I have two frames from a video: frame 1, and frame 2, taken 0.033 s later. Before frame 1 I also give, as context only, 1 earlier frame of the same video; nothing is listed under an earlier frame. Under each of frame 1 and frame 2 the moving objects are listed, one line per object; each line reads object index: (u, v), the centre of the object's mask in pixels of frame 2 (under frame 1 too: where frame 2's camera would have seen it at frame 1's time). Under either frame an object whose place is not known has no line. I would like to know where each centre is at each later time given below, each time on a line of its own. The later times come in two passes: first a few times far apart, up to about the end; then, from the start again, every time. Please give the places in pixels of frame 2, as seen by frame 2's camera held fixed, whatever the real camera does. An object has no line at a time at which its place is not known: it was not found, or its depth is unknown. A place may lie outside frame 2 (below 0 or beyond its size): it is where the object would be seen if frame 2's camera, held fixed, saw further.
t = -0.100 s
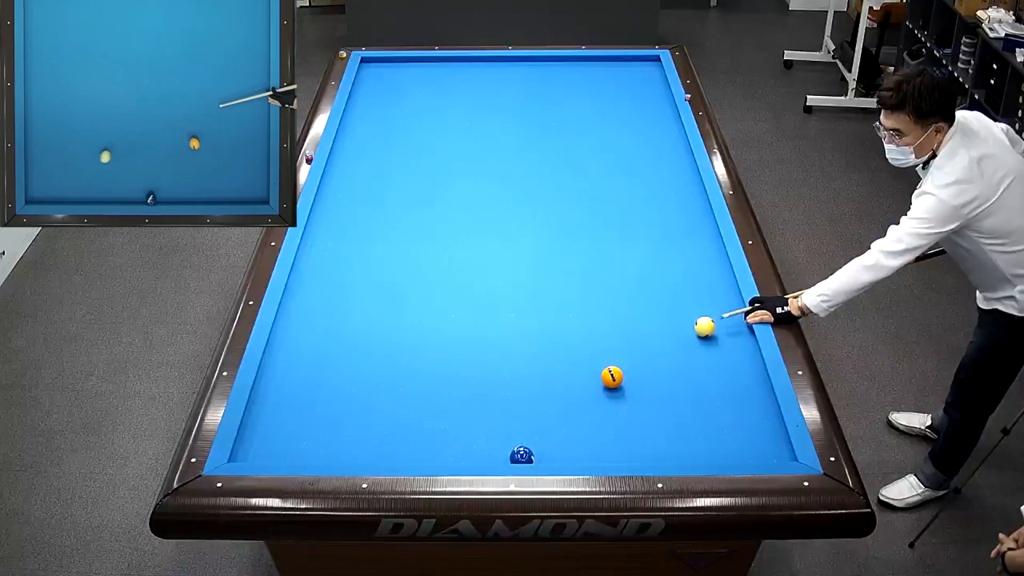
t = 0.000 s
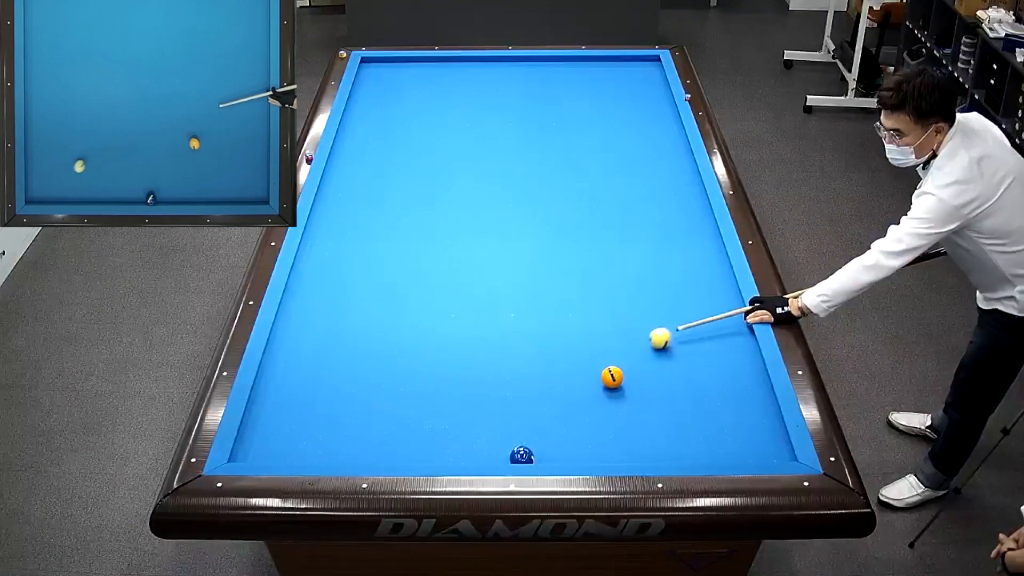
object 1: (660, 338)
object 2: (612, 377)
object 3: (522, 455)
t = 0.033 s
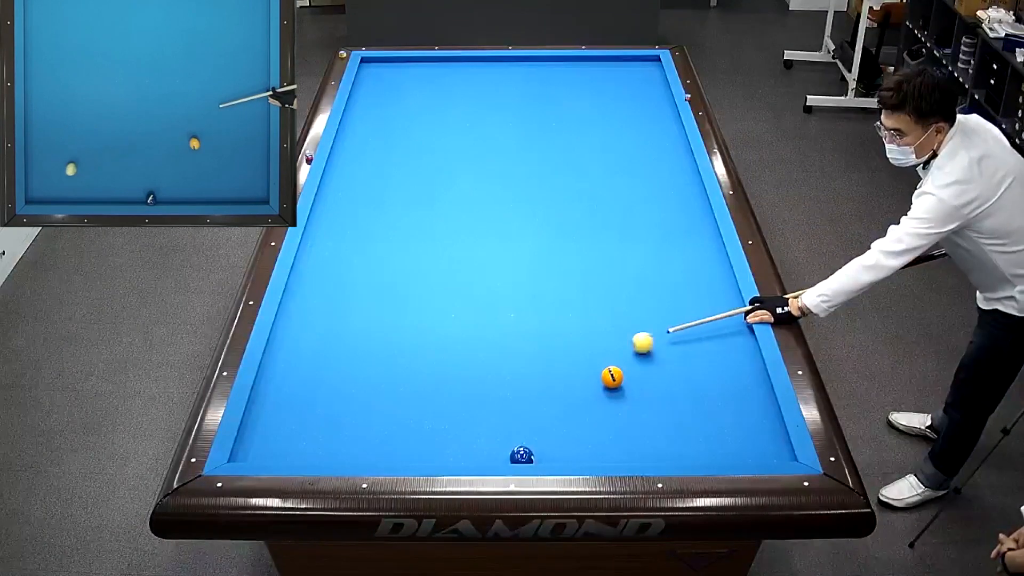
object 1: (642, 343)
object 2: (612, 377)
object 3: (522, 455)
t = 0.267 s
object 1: (521, 372)
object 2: (612, 377)
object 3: (521, 455)
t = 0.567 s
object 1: (354, 411)
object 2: (612, 377)
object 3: (521, 455)
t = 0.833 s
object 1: (283, 438)
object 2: (612, 377)
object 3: (522, 455)
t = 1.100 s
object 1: (374, 448)
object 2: (612, 377)
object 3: (522, 455)
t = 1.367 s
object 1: (449, 455)
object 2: (612, 377)
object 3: (522, 455)
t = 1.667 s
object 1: (504, 448)
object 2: (612, 377)
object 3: (541, 454)
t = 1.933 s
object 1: (525, 436)
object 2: (612, 377)
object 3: (575, 451)
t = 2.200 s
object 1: (544, 424)
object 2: (612, 377)
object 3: (607, 444)
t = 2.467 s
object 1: (562, 414)
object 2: (612, 377)
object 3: (638, 438)
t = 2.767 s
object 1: (580, 403)
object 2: (612, 377)
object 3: (671, 431)
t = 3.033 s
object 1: (595, 393)
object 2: (612, 377)
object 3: (699, 425)
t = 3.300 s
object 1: (605, 389)
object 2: (615, 373)
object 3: (724, 421)
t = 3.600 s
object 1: (611, 389)
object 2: (621, 368)
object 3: (752, 415)
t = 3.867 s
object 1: (615, 388)
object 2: (624, 363)
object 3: (765, 411)
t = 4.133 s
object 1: (618, 388)
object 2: (628, 359)
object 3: (752, 407)
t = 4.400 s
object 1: (620, 388)
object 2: (631, 355)
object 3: (739, 405)
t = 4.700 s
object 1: (620, 388)
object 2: (633, 352)
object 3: (726, 402)
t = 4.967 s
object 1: (620, 388)
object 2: (635, 349)
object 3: (716, 399)
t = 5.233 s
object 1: (620, 388)
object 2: (637, 348)
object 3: (706, 397)
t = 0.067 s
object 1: (625, 347)
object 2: (612, 377)
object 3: (522, 455)
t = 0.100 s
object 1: (607, 351)
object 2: (612, 377)
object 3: (521, 455)
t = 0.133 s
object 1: (591, 355)
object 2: (612, 377)
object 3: (522, 455)
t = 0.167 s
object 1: (573, 360)
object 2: (612, 377)
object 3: (522, 455)
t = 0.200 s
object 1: (556, 364)
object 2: (612, 377)
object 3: (522, 455)
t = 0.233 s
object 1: (539, 368)
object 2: (612, 377)
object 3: (522, 455)
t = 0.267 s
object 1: (521, 372)
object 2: (612, 377)
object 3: (521, 455)
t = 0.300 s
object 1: (503, 376)
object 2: (612, 377)
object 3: (521, 455)
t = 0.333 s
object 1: (485, 380)
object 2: (612, 377)
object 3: (522, 455)
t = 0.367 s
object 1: (467, 385)
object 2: (612, 377)
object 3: (522, 455)
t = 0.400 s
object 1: (448, 389)
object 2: (612, 377)
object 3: (522, 455)
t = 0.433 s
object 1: (430, 393)
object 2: (612, 377)
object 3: (522, 455)
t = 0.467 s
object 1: (411, 398)
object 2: (612, 377)
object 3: (522, 455)
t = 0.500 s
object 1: (392, 402)
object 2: (612, 377)
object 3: (522, 455)
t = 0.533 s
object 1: (373, 406)
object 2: (612, 377)
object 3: (521, 455)
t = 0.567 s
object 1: (354, 411)
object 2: (612, 377)
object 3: (521, 455)
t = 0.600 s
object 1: (335, 415)
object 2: (612, 377)
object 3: (521, 455)
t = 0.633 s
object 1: (315, 420)
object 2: (612, 377)
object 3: (521, 455)
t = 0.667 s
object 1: (296, 424)
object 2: (612, 377)
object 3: (522, 455)
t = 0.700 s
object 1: (276, 429)
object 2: (612, 377)
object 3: (522, 455)
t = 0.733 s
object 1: (255, 434)
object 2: (612, 377)
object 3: (522, 455)
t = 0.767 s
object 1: (253, 436)
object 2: (612, 377)
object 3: (522, 455)
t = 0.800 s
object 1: (269, 437)
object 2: (612, 377)
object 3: (522, 455)
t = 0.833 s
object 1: (283, 438)
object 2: (612, 377)
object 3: (522, 455)
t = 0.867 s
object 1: (297, 439)
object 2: (612, 377)
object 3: (521, 455)
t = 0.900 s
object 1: (310, 440)
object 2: (612, 377)
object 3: (521, 455)
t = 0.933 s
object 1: (323, 441)
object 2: (612, 377)
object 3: (522, 455)
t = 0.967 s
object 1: (334, 443)
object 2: (612, 377)
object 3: (521, 455)
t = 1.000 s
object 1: (345, 444)
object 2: (612, 377)
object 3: (522, 455)
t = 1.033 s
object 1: (355, 445)
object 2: (612, 377)
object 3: (522, 455)
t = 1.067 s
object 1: (366, 447)
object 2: (612, 377)
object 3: (522, 455)
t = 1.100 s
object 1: (374, 448)
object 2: (612, 377)
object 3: (522, 455)
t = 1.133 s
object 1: (384, 449)
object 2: (612, 377)
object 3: (522, 455)
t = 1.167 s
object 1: (393, 450)
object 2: (612, 377)
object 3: (522, 455)
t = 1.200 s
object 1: (402, 452)
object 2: (612, 377)
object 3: (522, 455)
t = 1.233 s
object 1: (411, 453)
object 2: (612, 377)
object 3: (522, 455)
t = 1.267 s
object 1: (421, 454)
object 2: (612, 377)
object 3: (522, 455)
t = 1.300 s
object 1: (431, 454)
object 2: (612, 377)
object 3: (521, 455)
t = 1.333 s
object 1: (440, 455)
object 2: (612, 377)
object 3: (521, 455)
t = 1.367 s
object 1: (449, 455)
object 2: (612, 377)
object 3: (522, 455)
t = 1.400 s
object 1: (457, 454)
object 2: (612, 377)
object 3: (522, 455)
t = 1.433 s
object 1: (466, 454)
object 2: (612, 377)
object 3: (522, 455)
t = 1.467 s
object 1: (475, 454)
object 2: (612, 377)
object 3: (522, 455)
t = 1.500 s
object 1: (484, 454)
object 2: (612, 377)
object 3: (521, 455)
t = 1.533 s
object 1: (492, 453)
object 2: (612, 377)
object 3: (522, 455)
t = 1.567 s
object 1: (498, 452)
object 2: (612, 377)
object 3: (524, 455)
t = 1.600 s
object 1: (500, 451)
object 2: (612, 377)
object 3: (530, 455)
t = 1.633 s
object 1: (502, 449)
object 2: (612, 377)
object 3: (536, 454)
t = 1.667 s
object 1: (504, 448)
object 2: (612, 377)
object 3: (541, 454)
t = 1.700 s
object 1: (507, 446)
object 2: (612, 377)
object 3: (545, 454)
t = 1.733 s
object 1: (510, 445)
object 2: (612, 377)
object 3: (549, 453)
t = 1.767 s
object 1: (512, 443)
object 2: (612, 377)
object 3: (553, 453)
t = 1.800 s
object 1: (515, 442)
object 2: (612, 377)
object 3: (558, 452)
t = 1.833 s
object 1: (517, 440)
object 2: (612, 377)
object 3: (562, 452)
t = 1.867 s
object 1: (520, 439)
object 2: (612, 377)
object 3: (567, 451)
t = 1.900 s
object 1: (522, 437)
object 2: (612, 377)
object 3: (571, 451)
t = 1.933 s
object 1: (525, 436)
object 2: (612, 377)
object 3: (575, 451)
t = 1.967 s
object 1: (527, 434)
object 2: (612, 377)
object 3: (579, 450)
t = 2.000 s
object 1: (530, 433)
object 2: (612, 377)
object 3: (583, 449)
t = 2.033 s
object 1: (532, 432)
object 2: (612, 377)
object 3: (587, 448)
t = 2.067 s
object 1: (535, 430)
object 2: (612, 377)
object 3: (591, 448)
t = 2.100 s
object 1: (537, 428)
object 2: (612, 377)
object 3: (596, 446)
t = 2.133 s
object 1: (539, 427)
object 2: (612, 377)
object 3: (600, 445)
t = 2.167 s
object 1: (542, 426)
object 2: (612, 377)
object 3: (604, 445)
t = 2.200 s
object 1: (544, 424)
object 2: (612, 377)
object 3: (607, 444)
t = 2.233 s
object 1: (546, 423)
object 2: (612, 377)
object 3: (611, 443)
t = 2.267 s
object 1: (548, 422)
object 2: (612, 377)
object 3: (615, 442)
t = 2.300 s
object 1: (551, 420)
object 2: (612, 377)
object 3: (619, 441)
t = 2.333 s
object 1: (553, 419)
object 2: (612, 377)
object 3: (623, 440)
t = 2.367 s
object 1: (555, 418)
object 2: (612, 377)
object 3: (627, 439)
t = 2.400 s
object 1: (557, 417)
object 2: (612, 377)
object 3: (631, 439)
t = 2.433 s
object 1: (559, 415)
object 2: (612, 377)
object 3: (634, 438)
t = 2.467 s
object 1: (562, 414)
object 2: (612, 377)
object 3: (638, 438)
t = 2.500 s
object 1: (563, 412)
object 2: (612, 377)
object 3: (642, 437)
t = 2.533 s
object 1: (566, 411)
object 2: (612, 377)
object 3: (646, 436)
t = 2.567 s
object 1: (568, 410)
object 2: (612, 377)
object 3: (649, 436)
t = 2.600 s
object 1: (570, 409)
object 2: (612, 377)
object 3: (653, 435)
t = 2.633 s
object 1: (572, 407)
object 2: (612, 377)
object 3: (657, 434)
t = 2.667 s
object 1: (574, 406)
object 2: (612, 377)
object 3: (660, 433)
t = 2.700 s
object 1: (576, 405)
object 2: (612, 377)
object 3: (664, 433)
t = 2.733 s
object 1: (578, 404)
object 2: (612, 377)
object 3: (667, 432)
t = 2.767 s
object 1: (580, 403)
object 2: (612, 377)
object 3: (671, 431)
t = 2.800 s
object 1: (582, 401)
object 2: (612, 377)
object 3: (674, 431)
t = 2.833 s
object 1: (584, 400)
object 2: (612, 377)
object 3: (678, 430)
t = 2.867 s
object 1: (586, 399)
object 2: (612, 377)
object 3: (681, 429)
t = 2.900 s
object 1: (588, 398)
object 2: (612, 377)
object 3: (685, 428)
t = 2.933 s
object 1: (590, 397)
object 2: (612, 377)
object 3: (688, 427)
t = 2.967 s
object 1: (591, 395)
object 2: (612, 377)
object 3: (691, 427)
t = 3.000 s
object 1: (593, 395)
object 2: (612, 377)
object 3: (695, 426)
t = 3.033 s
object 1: (595, 393)
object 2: (612, 377)
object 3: (699, 425)
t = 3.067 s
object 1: (597, 393)
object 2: (612, 377)
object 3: (702, 425)
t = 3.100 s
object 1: (599, 391)
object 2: (612, 376)
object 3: (705, 425)
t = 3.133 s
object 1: (600, 390)
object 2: (613, 376)
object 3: (708, 424)
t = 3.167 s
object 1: (602, 389)
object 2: (613, 375)
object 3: (711, 423)
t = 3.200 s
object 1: (603, 389)
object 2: (614, 374)
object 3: (715, 422)
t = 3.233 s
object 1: (603, 389)
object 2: (614, 374)
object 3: (718, 422)
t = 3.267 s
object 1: (604, 389)
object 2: (615, 373)
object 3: (721, 422)
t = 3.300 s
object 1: (605, 389)
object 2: (615, 373)
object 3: (724, 421)
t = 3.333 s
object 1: (606, 389)
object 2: (616, 372)
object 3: (727, 420)
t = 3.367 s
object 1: (606, 389)
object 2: (617, 371)
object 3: (730, 419)
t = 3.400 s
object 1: (607, 389)
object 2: (617, 371)
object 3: (733, 418)
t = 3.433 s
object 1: (608, 388)
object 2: (618, 370)
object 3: (737, 418)
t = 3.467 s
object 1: (609, 389)
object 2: (618, 370)
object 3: (740, 417)
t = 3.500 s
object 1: (609, 388)
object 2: (619, 369)
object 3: (743, 417)
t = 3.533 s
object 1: (610, 389)
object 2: (619, 369)
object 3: (746, 416)
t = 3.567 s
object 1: (610, 389)
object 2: (620, 368)
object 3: (749, 415)
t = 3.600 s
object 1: (611, 389)
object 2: (621, 368)
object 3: (752, 415)
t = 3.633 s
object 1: (612, 389)
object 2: (621, 367)
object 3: (755, 414)
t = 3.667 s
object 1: (612, 388)
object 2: (621, 366)
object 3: (757, 413)
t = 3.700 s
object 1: (613, 388)
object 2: (622, 366)
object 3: (760, 413)
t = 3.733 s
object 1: (613, 388)
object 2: (622, 365)
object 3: (763, 412)
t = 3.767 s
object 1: (613, 388)
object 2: (623, 365)
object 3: (766, 412)
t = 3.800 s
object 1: (614, 388)
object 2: (623, 364)
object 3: (769, 411)
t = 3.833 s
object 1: (614, 388)
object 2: (624, 364)
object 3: (768, 411)
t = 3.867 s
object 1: (615, 388)
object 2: (624, 363)
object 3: (765, 411)
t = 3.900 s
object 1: (615, 388)
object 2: (625, 363)
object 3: (764, 410)
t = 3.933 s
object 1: (615, 388)
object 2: (625, 362)
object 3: (762, 410)
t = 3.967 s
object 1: (616, 388)
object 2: (626, 361)
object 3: (760, 409)
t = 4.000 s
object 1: (616, 388)
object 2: (626, 361)
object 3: (758, 409)
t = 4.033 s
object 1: (616, 388)
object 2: (627, 360)
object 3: (757, 409)
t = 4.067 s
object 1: (617, 388)
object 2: (627, 360)
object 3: (755, 408)
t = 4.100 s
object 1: (617, 388)
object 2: (628, 359)
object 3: (753, 408)
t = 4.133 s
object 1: (618, 388)
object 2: (628, 359)
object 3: (752, 407)
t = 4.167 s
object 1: (618, 388)
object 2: (628, 358)
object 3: (750, 407)
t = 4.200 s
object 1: (618, 388)
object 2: (629, 358)
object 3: (748, 407)
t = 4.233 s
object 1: (618, 388)
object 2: (629, 357)
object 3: (747, 407)
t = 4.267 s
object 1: (619, 388)
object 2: (629, 357)
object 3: (745, 406)
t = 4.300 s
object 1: (619, 388)
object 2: (630, 357)
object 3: (743, 406)
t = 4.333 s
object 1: (619, 388)
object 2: (630, 356)
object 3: (742, 405)
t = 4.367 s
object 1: (619, 388)
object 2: (630, 356)
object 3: (741, 405)
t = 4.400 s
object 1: (620, 388)
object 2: (631, 355)
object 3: (739, 405)
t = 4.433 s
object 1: (620, 388)
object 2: (631, 355)
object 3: (737, 404)
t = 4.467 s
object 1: (620, 388)
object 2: (631, 355)
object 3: (736, 404)
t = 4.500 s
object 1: (620, 388)
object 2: (631, 354)
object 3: (735, 404)
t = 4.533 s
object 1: (620, 388)
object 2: (632, 354)
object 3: (733, 403)
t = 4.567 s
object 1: (620, 388)
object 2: (632, 353)
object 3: (732, 403)
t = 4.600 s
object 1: (620, 388)
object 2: (632, 353)
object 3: (730, 403)
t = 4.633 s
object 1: (620, 388)
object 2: (633, 353)
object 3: (729, 402)
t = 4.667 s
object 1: (620, 388)
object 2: (633, 352)
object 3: (727, 402)
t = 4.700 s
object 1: (620, 388)
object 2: (633, 352)
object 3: (726, 402)
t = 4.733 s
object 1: (620, 388)
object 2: (633, 352)
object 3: (725, 401)
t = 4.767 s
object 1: (620, 388)
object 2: (633, 351)
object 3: (723, 401)
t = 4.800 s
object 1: (620, 388)
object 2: (634, 351)
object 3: (722, 401)
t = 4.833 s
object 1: (620, 388)
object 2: (634, 350)
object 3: (721, 400)
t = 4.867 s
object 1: (620, 388)
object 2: (634, 350)
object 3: (719, 400)
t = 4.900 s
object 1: (620, 388)
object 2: (635, 350)
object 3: (718, 399)
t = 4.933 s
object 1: (620, 388)
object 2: (635, 350)
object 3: (717, 399)
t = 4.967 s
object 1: (620, 388)
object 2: (635, 349)
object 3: (716, 399)
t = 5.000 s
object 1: (620, 388)
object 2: (635, 349)
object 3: (714, 399)
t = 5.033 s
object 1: (620, 388)
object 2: (636, 349)
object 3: (713, 398)
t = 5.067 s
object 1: (620, 388)
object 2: (636, 349)
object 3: (712, 399)
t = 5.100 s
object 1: (620, 388)
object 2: (636, 348)
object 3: (711, 398)
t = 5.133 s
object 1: (620, 388)
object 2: (636, 348)
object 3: (710, 398)
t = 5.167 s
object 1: (620, 388)
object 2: (636, 348)
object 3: (709, 398)
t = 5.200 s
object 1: (620, 388)
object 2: (637, 348)
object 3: (708, 398)
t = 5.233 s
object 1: (620, 388)
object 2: (637, 348)
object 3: (706, 397)
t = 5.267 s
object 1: (620, 388)
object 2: (637, 347)
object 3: (705, 397)
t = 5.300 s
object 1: (620, 388)
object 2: (637, 347)
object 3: (704, 396)
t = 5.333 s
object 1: (620, 388)
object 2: (637, 347)
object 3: (703, 396)
